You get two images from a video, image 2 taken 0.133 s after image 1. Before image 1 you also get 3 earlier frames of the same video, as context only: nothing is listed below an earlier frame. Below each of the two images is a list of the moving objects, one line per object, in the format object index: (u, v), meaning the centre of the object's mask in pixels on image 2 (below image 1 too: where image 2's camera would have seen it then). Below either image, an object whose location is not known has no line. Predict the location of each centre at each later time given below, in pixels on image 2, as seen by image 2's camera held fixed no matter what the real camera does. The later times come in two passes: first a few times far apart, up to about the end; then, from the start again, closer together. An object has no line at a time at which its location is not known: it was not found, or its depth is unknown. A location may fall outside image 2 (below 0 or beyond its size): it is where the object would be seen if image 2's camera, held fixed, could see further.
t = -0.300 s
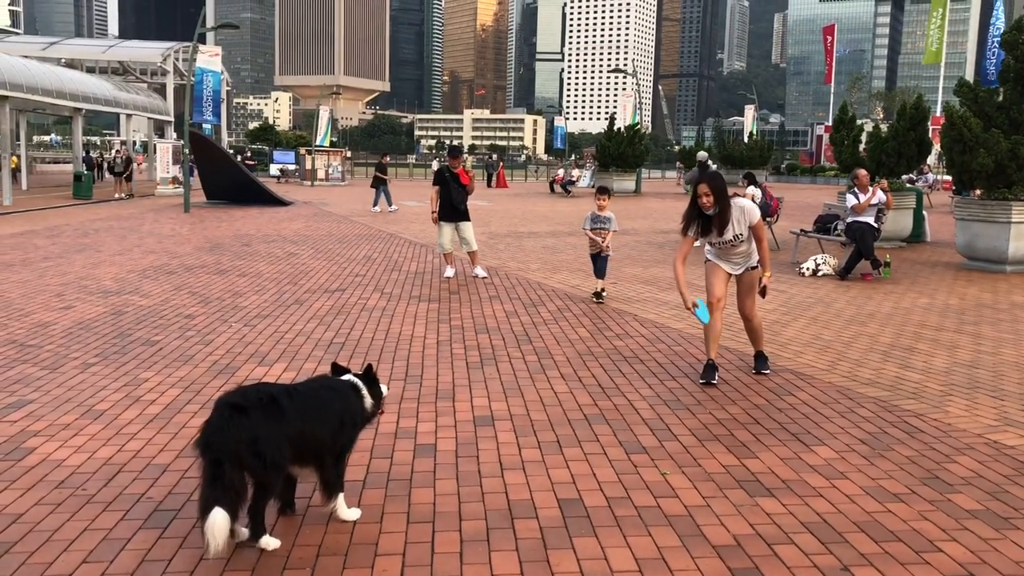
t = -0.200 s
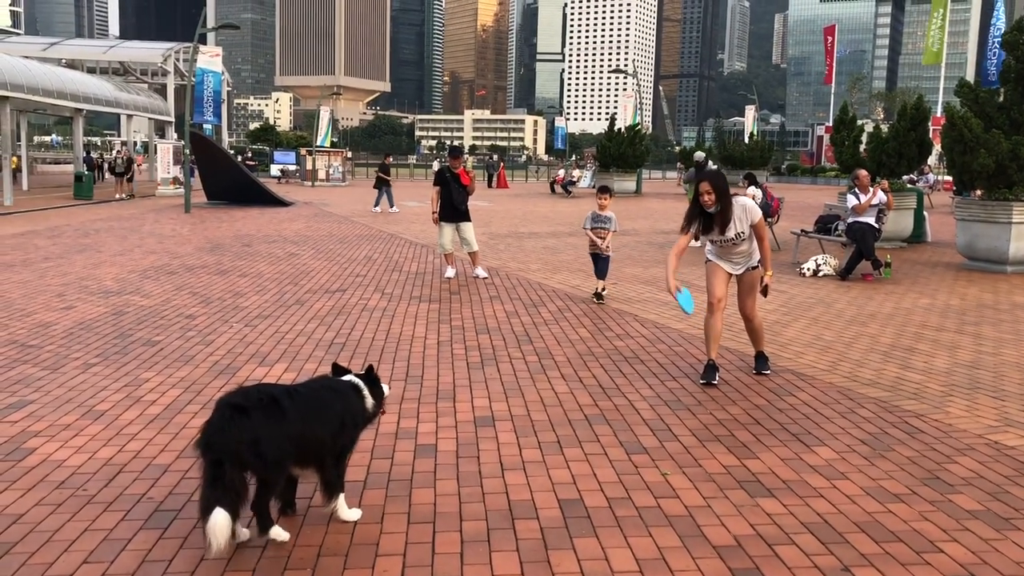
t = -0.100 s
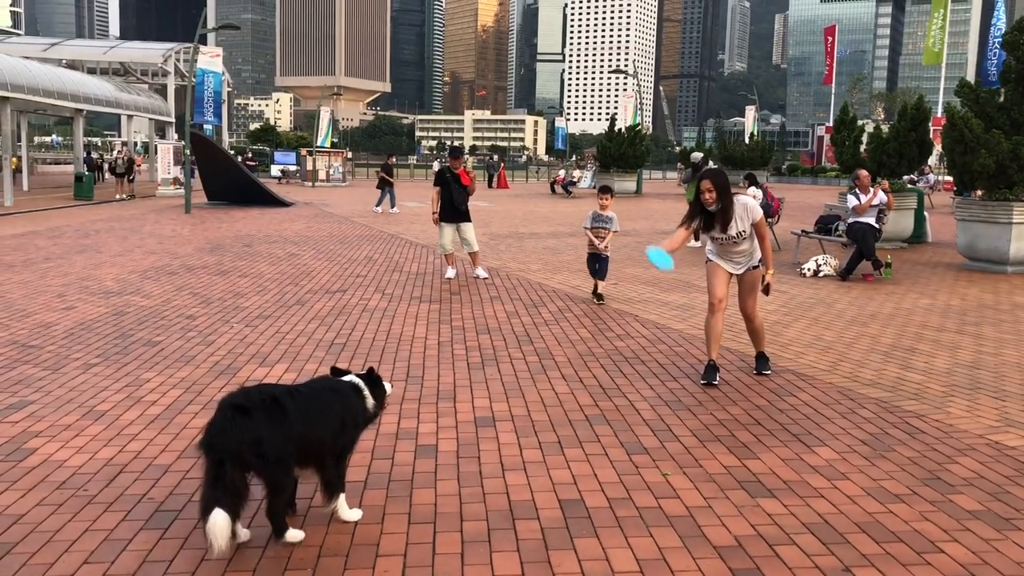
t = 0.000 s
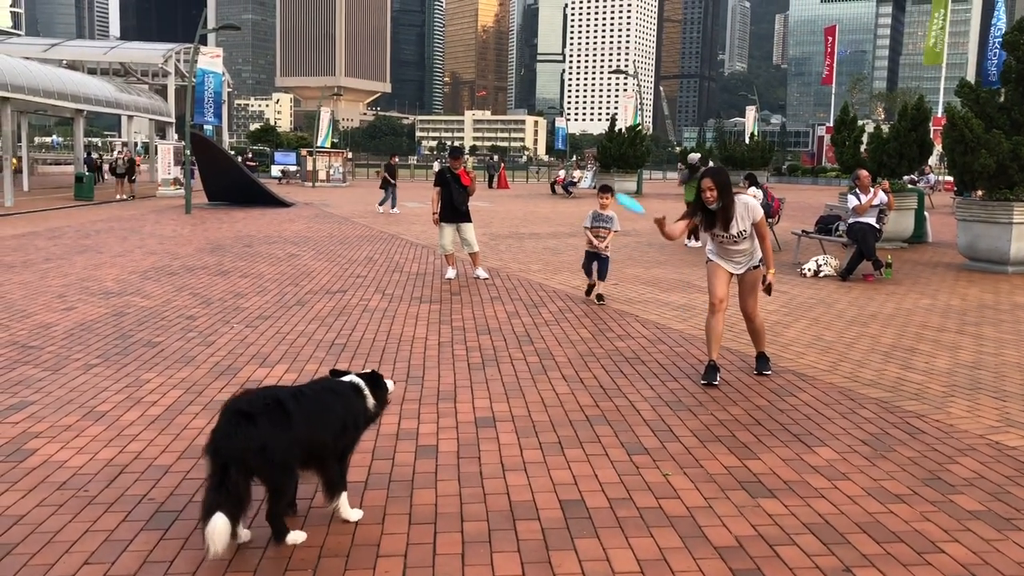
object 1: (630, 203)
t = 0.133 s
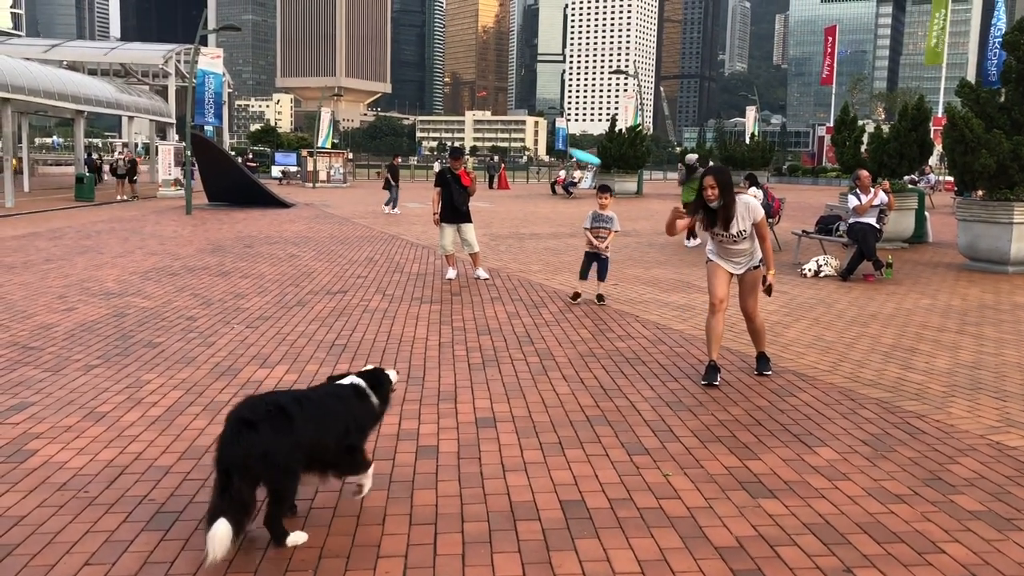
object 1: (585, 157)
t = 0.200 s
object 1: (559, 145)
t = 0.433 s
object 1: (460, 169)
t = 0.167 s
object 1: (573, 150)
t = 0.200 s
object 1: (559, 145)
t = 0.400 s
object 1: (475, 159)
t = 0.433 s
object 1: (460, 169)
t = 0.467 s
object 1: (447, 182)
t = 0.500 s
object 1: (432, 196)
